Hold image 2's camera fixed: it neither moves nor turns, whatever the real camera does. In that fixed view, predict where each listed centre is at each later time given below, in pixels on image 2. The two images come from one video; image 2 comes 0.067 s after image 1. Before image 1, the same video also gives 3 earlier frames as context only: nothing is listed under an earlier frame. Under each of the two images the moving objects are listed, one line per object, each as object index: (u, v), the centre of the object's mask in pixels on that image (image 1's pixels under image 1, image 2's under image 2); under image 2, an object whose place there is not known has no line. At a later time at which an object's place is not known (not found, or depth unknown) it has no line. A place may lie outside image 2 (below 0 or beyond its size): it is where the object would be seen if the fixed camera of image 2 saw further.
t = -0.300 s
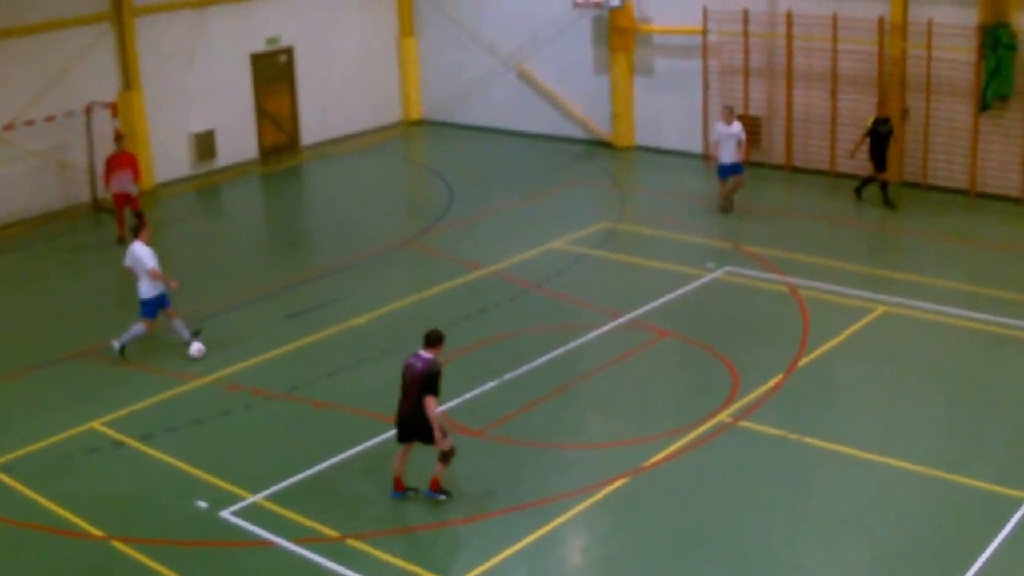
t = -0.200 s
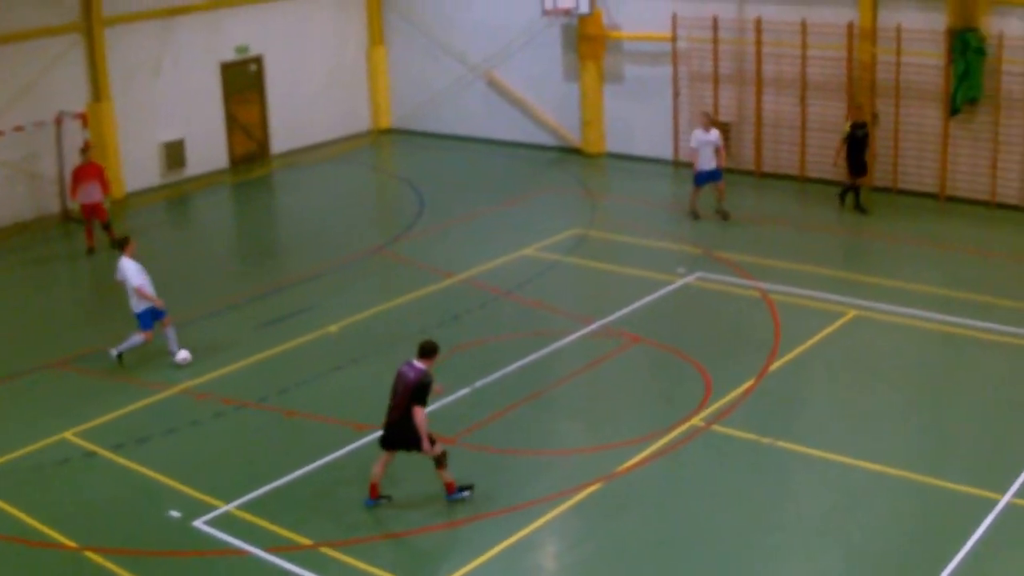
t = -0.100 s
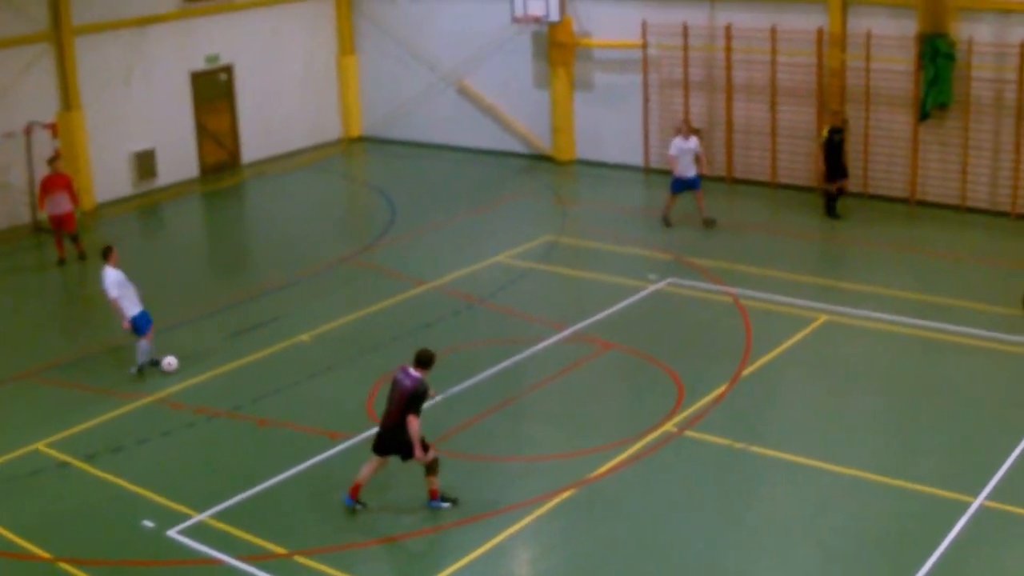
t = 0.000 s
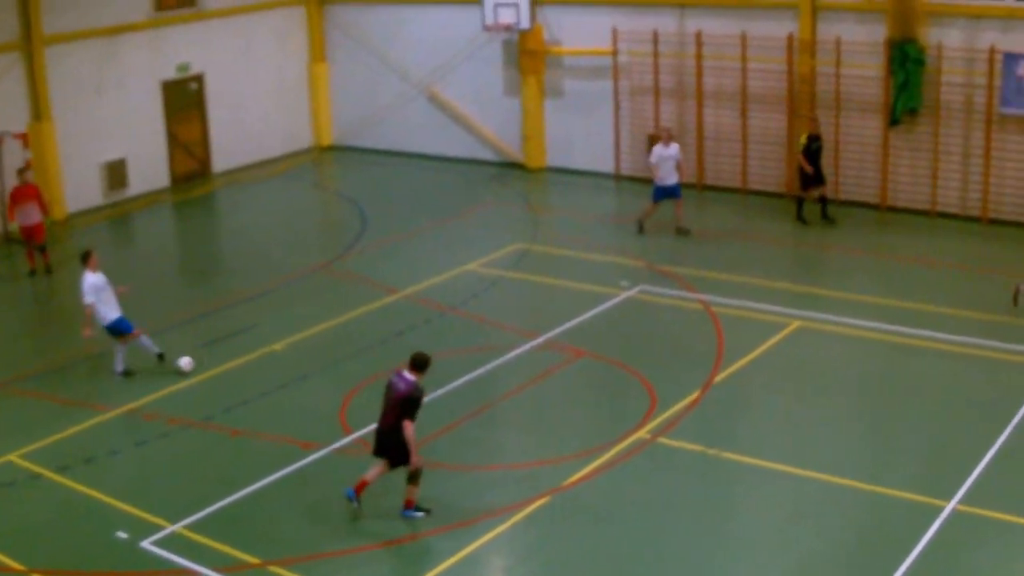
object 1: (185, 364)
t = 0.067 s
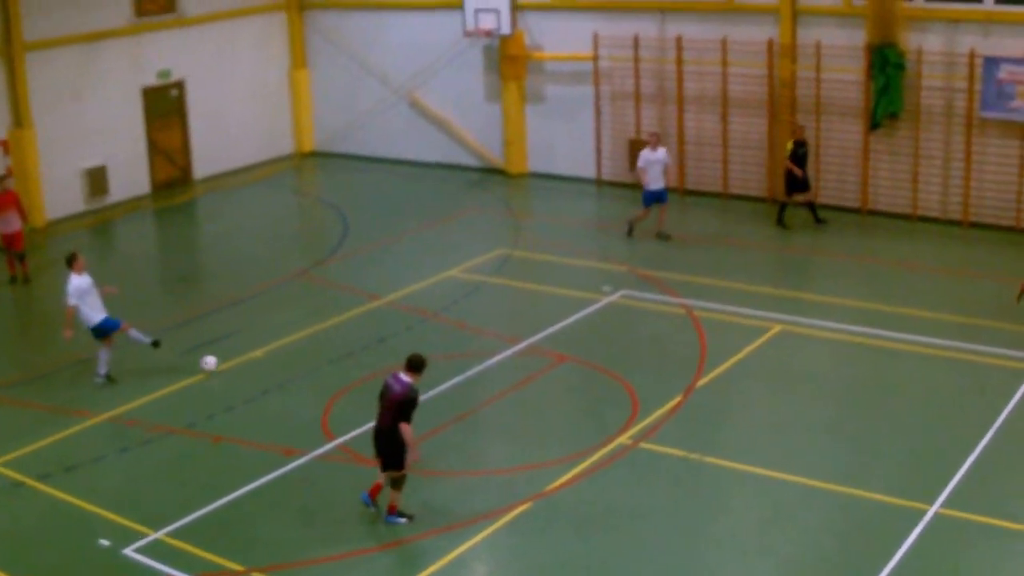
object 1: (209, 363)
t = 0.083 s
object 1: (218, 361)
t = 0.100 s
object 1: (229, 358)
